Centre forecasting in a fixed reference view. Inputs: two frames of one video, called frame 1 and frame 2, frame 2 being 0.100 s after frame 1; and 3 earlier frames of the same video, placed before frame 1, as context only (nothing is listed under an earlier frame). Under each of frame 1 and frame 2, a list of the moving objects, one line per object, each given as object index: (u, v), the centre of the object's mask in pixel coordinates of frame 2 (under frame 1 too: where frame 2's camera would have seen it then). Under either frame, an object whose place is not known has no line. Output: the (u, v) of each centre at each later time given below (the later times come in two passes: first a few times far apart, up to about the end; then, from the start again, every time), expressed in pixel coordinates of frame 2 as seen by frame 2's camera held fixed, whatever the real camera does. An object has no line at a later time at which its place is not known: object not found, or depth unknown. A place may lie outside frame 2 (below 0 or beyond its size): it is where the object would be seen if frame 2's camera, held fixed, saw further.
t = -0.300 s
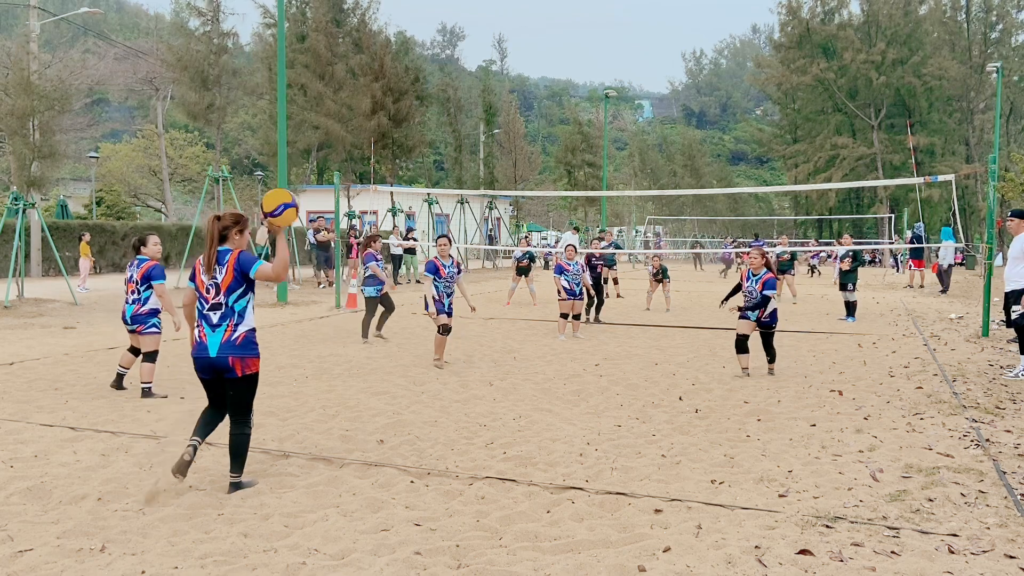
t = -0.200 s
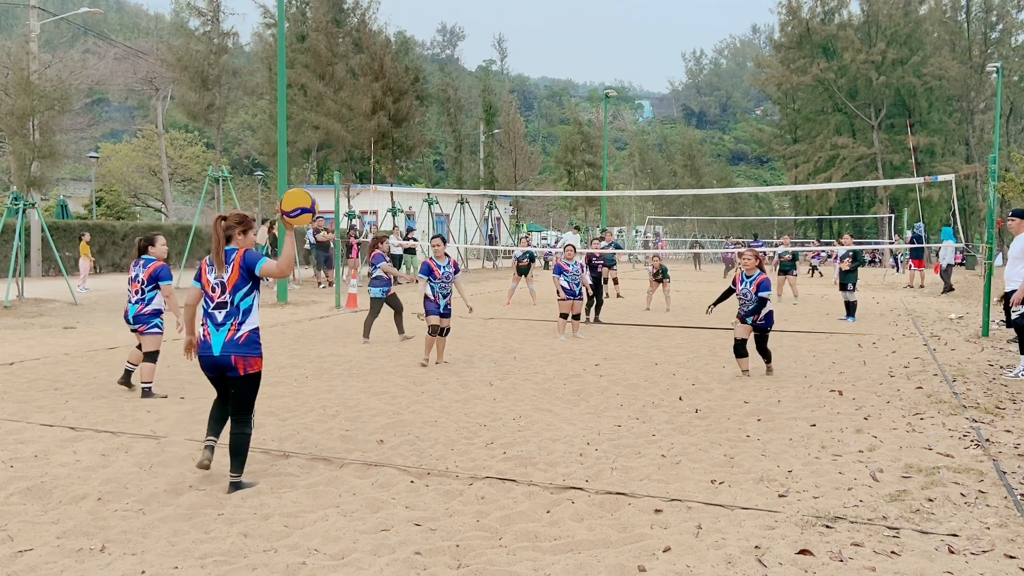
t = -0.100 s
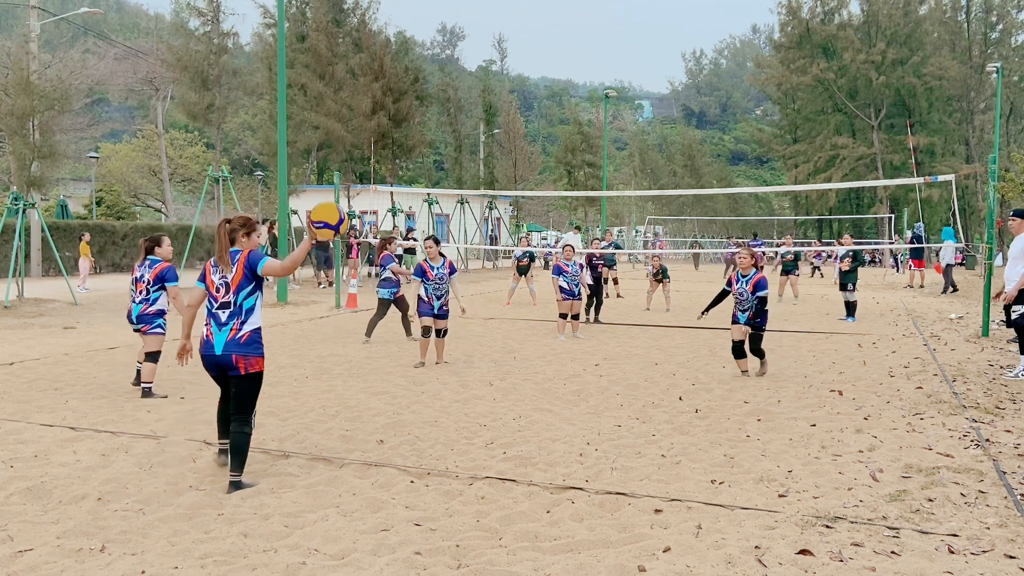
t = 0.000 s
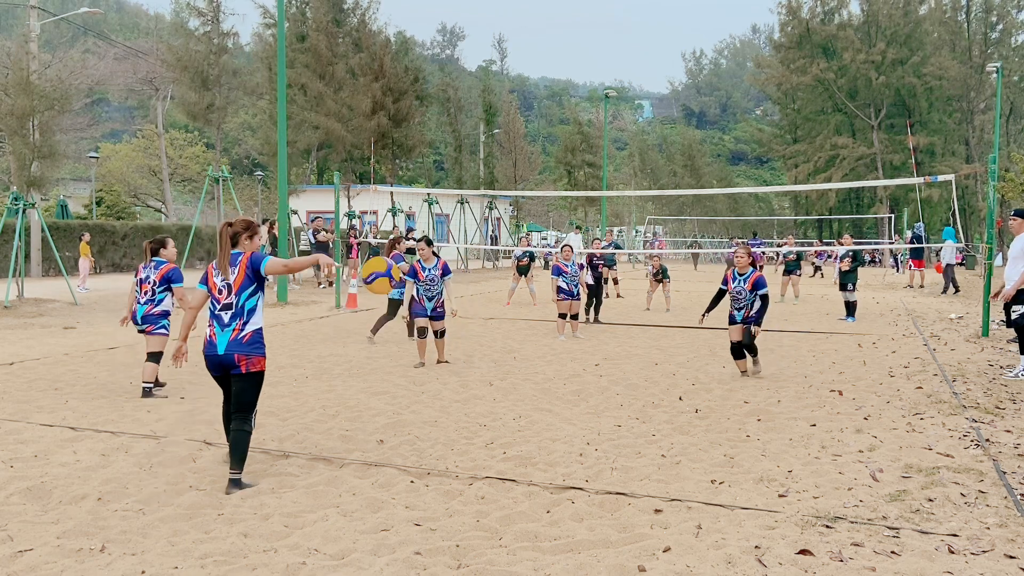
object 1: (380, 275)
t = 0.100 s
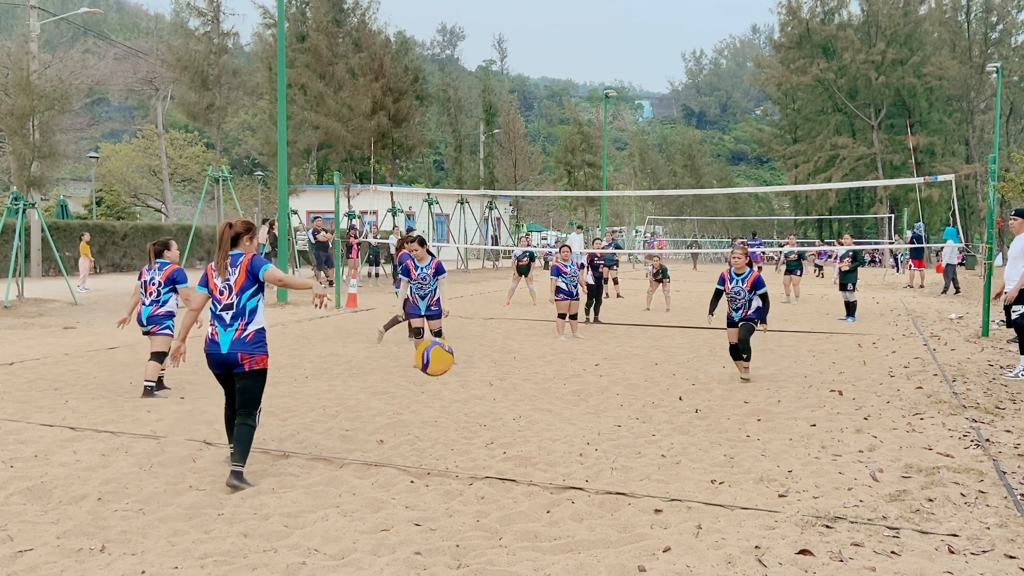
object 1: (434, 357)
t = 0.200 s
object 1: (489, 458)
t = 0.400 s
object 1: (539, 440)
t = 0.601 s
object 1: (574, 436)
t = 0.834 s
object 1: (612, 493)
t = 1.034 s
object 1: (632, 487)
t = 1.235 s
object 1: (646, 491)
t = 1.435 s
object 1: (656, 496)
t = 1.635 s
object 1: (664, 499)
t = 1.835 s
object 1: (671, 500)
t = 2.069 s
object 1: (667, 500)
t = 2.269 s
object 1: (668, 500)
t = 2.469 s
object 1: (667, 499)
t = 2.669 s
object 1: (667, 499)
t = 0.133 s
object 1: (452, 388)
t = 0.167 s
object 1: (471, 422)
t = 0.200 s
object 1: (489, 458)
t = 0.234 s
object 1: (507, 496)
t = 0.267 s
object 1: (514, 483)
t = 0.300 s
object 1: (520, 469)
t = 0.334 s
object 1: (526, 458)
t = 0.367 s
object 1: (533, 448)
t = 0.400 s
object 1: (539, 440)
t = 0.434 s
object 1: (545, 434)
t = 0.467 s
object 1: (551, 431)
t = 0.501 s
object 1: (556, 429)
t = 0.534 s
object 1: (562, 429)
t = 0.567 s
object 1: (568, 431)
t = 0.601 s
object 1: (574, 436)
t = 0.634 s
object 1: (579, 442)
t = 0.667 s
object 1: (585, 450)
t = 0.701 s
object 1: (590, 460)
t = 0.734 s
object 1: (595, 472)
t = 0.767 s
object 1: (599, 486)
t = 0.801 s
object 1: (605, 493)
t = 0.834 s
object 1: (612, 493)
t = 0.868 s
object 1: (617, 492)
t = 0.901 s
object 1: (620, 490)
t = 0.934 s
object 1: (624, 488)
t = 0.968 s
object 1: (627, 487)
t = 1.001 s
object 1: (630, 487)
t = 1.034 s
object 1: (632, 487)
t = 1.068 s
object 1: (634, 487)
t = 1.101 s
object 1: (637, 488)
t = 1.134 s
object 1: (639, 488)
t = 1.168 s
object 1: (641, 489)
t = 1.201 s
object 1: (644, 490)
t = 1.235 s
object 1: (646, 491)
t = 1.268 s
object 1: (648, 492)
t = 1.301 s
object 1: (650, 493)
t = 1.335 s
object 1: (652, 493)
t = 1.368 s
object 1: (653, 494)
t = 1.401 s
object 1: (655, 495)
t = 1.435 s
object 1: (656, 496)
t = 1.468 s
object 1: (657, 497)
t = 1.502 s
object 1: (658, 497)
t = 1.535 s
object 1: (660, 498)
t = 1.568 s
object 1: (661, 498)
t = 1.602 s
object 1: (662, 498)
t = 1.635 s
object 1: (664, 499)
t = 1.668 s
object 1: (665, 499)
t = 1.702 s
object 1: (667, 500)
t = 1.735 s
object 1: (669, 500)
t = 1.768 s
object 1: (671, 500)
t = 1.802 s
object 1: (671, 500)
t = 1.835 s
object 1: (671, 500)
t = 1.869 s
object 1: (671, 500)
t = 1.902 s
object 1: (671, 500)
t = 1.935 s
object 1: (670, 500)
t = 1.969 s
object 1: (669, 501)
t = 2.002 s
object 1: (668, 500)
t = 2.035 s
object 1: (668, 500)
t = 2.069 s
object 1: (667, 500)
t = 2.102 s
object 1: (668, 500)
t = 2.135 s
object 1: (668, 500)
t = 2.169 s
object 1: (668, 500)
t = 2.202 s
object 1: (669, 500)
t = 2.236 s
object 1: (668, 500)
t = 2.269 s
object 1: (668, 500)
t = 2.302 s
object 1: (668, 500)
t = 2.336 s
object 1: (667, 499)
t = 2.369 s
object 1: (667, 499)
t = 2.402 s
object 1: (667, 499)
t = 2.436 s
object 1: (667, 499)
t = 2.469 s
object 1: (667, 499)
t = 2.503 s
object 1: (667, 499)
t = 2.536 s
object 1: (667, 499)
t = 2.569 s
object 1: (667, 499)
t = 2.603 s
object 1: (667, 499)
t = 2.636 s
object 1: (667, 499)
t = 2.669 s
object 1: (667, 499)
